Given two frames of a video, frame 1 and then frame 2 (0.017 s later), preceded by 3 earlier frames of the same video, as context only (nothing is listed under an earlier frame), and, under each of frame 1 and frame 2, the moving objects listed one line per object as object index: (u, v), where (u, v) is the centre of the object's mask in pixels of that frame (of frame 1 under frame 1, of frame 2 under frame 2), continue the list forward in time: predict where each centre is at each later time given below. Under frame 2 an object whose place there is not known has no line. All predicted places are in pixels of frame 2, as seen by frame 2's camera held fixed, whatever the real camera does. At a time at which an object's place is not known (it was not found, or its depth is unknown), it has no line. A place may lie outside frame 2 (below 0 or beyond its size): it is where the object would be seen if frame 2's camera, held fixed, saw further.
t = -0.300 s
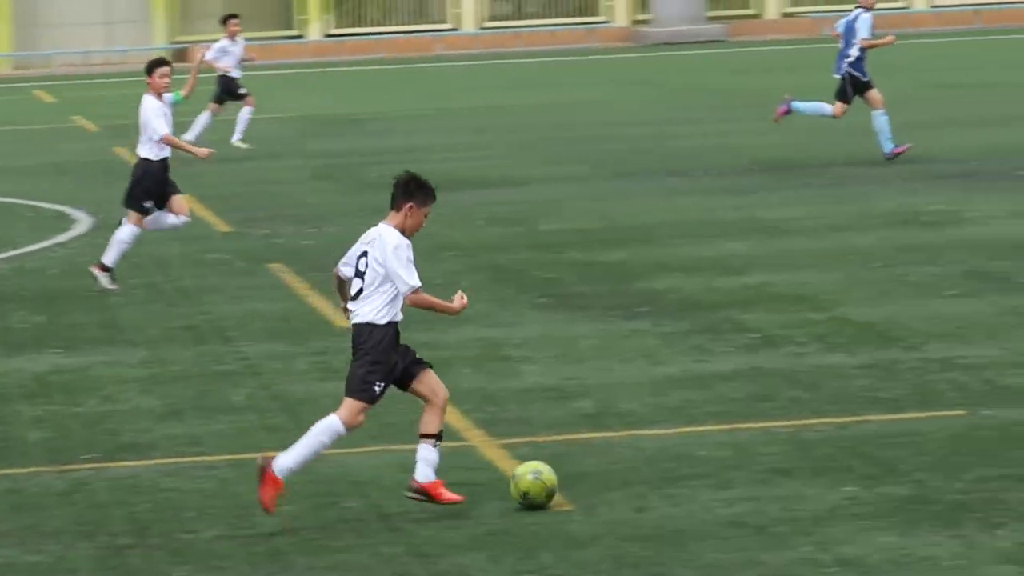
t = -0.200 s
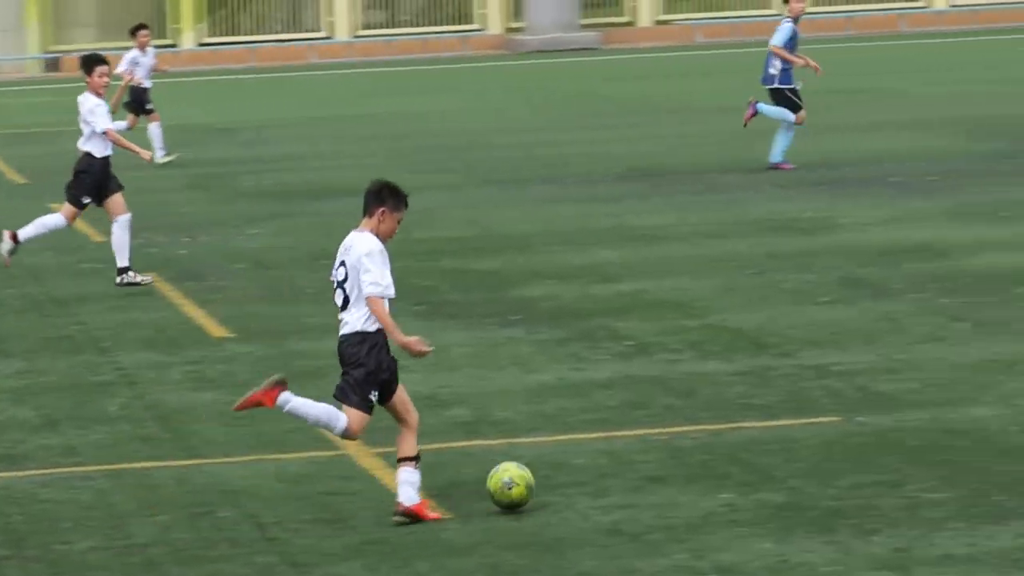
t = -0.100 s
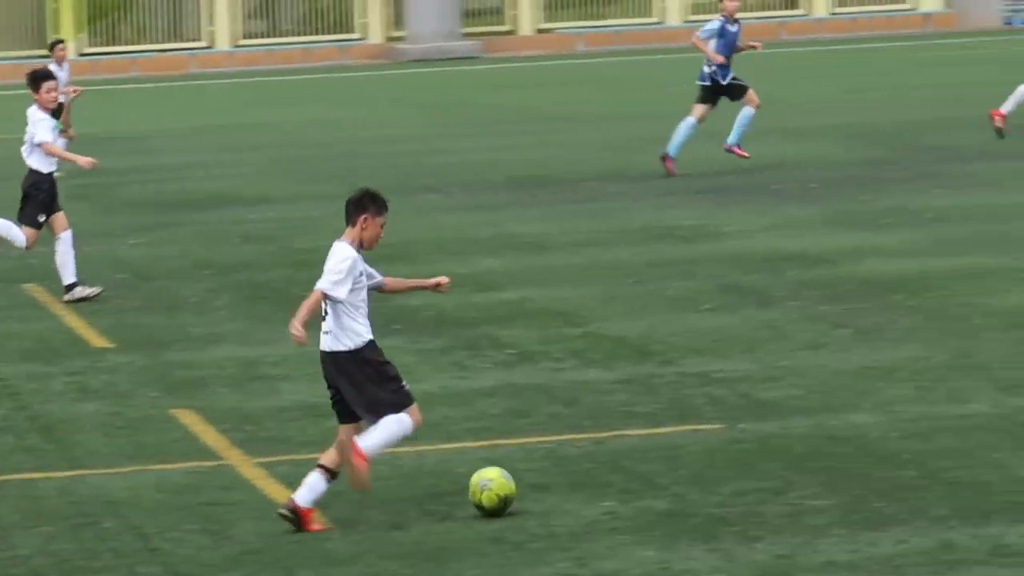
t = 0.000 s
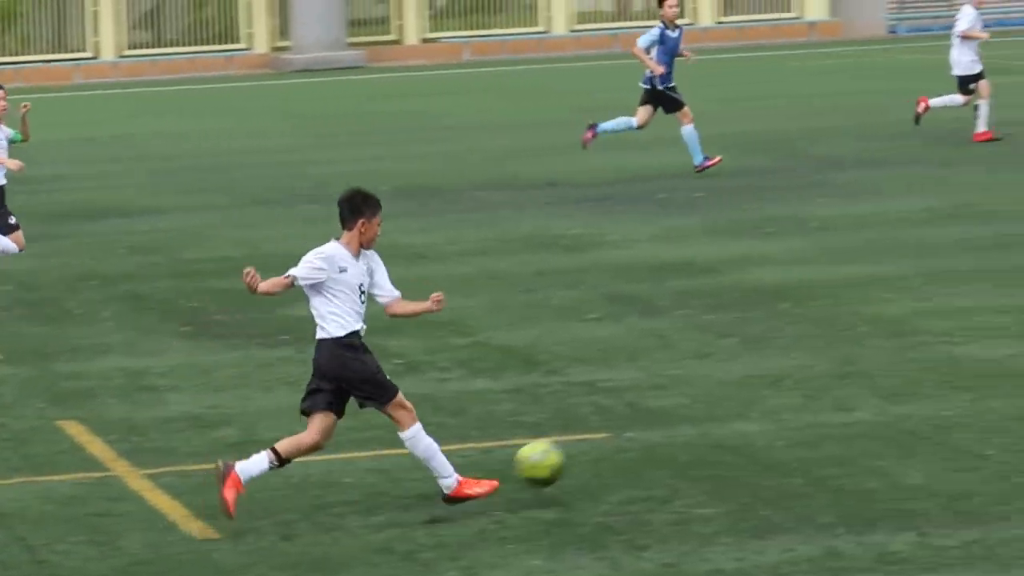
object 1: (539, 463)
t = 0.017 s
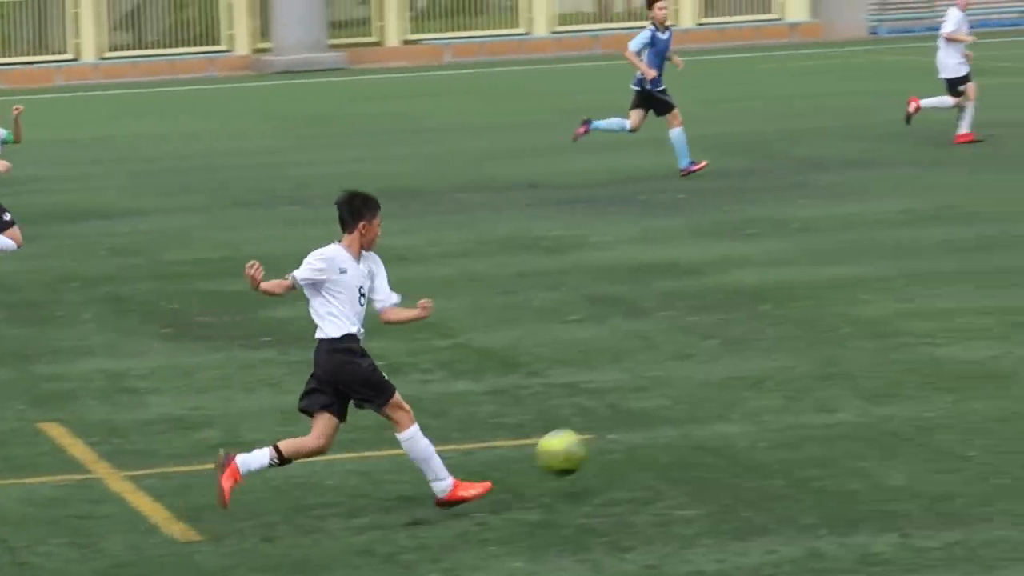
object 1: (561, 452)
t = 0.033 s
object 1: (598, 441)
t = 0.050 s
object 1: (635, 430)
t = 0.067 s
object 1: (673, 419)
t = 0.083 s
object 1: (709, 410)
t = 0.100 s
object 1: (746, 401)
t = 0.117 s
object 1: (781, 392)
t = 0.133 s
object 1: (816, 385)
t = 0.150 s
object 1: (851, 377)
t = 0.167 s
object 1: (884, 371)
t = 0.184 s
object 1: (918, 365)
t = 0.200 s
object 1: (951, 360)
